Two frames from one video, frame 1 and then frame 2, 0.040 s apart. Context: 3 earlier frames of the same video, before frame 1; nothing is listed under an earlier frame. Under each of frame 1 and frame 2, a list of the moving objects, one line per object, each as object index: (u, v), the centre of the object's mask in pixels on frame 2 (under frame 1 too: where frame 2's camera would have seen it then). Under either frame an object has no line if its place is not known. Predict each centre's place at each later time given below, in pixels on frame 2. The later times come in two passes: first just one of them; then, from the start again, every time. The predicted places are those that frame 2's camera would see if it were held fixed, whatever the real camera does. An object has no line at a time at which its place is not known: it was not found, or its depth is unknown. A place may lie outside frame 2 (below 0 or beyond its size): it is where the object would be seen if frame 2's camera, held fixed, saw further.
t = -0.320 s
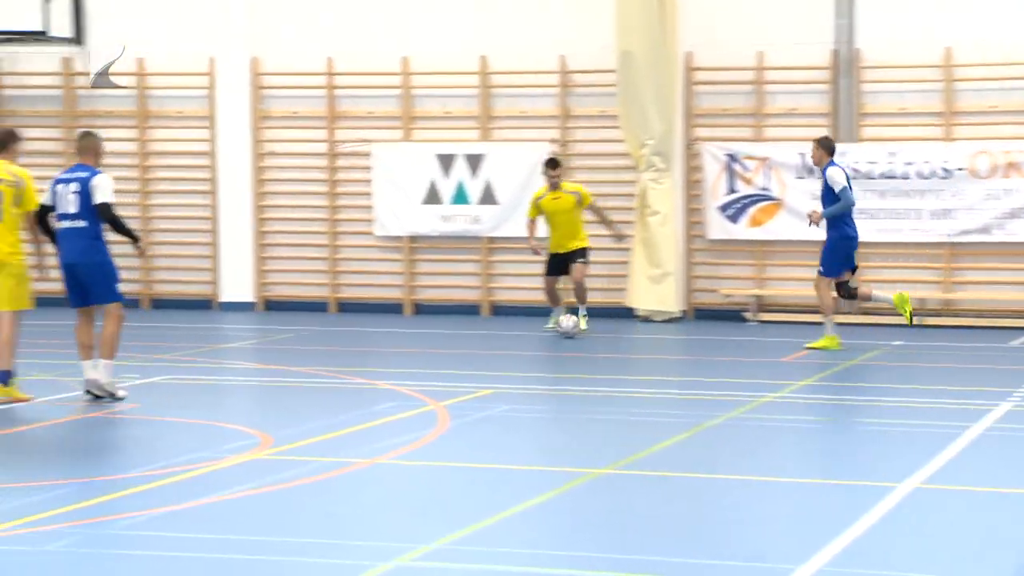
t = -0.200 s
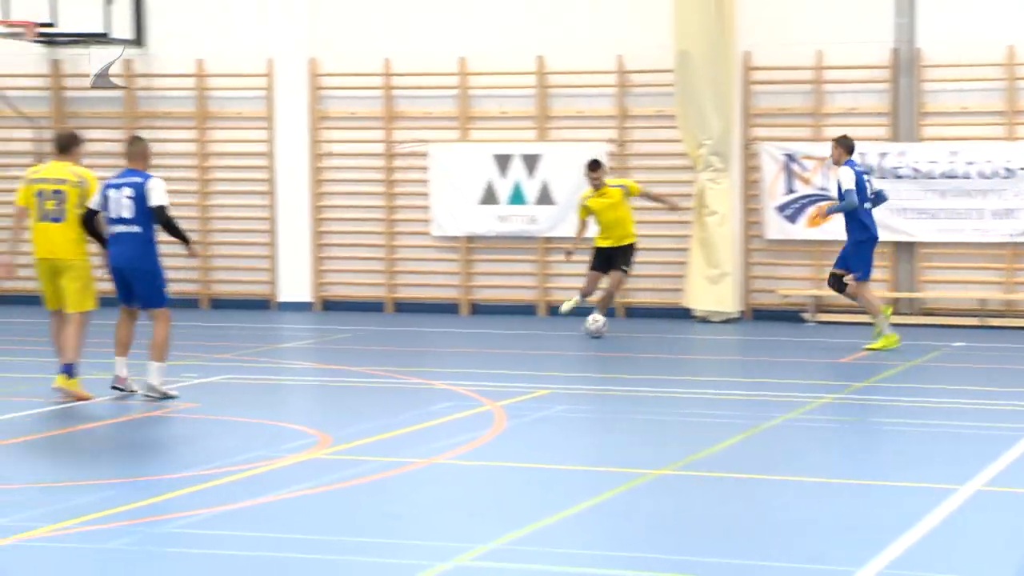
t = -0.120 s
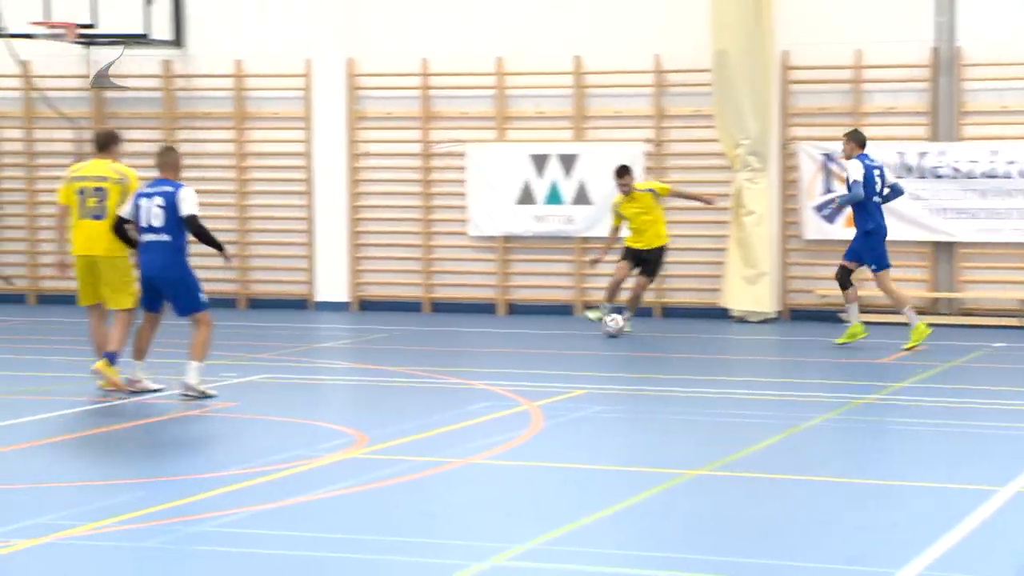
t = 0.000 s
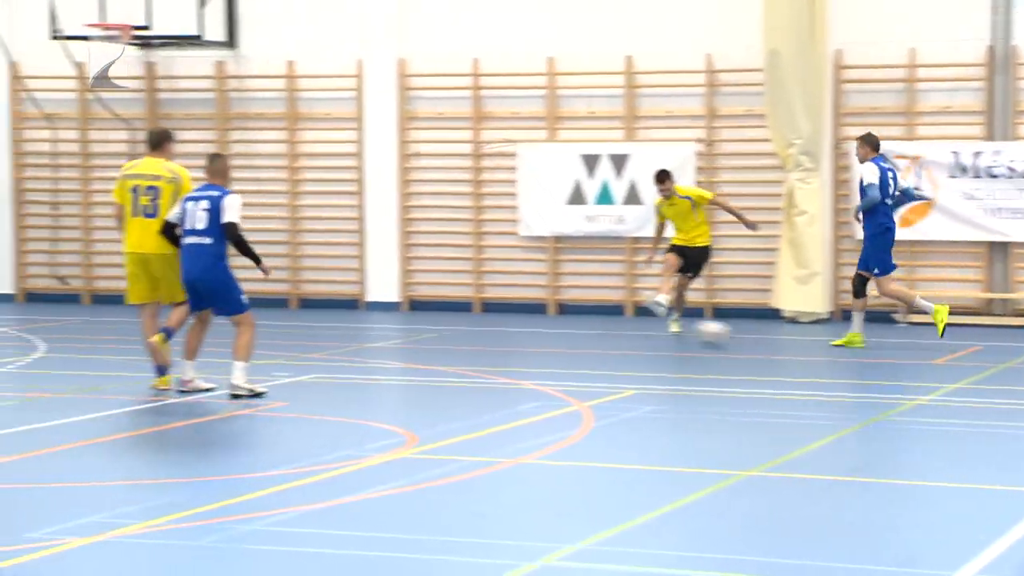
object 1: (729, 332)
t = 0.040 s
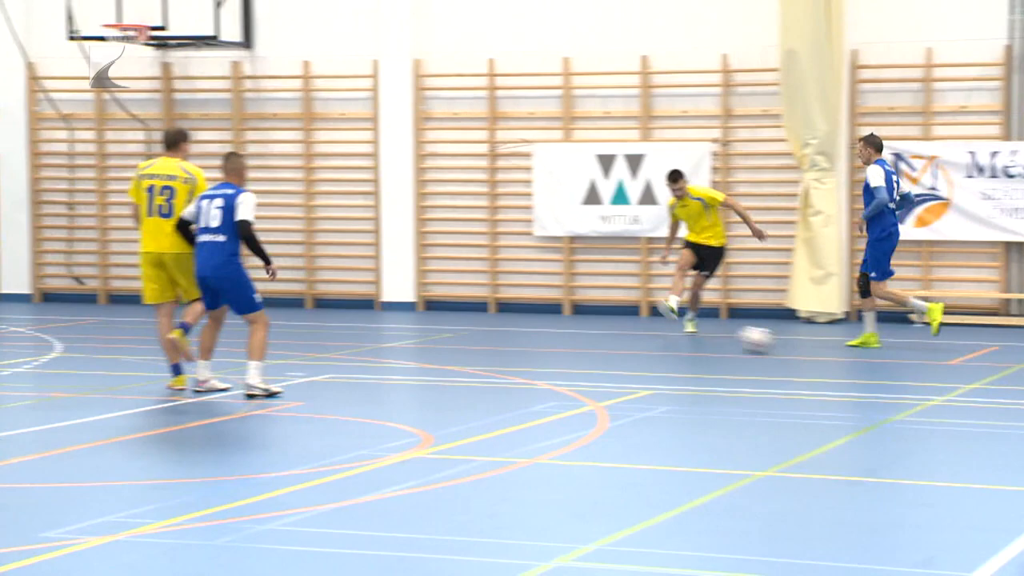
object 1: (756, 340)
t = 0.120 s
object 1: (811, 346)
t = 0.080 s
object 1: (783, 342)
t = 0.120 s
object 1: (811, 346)
